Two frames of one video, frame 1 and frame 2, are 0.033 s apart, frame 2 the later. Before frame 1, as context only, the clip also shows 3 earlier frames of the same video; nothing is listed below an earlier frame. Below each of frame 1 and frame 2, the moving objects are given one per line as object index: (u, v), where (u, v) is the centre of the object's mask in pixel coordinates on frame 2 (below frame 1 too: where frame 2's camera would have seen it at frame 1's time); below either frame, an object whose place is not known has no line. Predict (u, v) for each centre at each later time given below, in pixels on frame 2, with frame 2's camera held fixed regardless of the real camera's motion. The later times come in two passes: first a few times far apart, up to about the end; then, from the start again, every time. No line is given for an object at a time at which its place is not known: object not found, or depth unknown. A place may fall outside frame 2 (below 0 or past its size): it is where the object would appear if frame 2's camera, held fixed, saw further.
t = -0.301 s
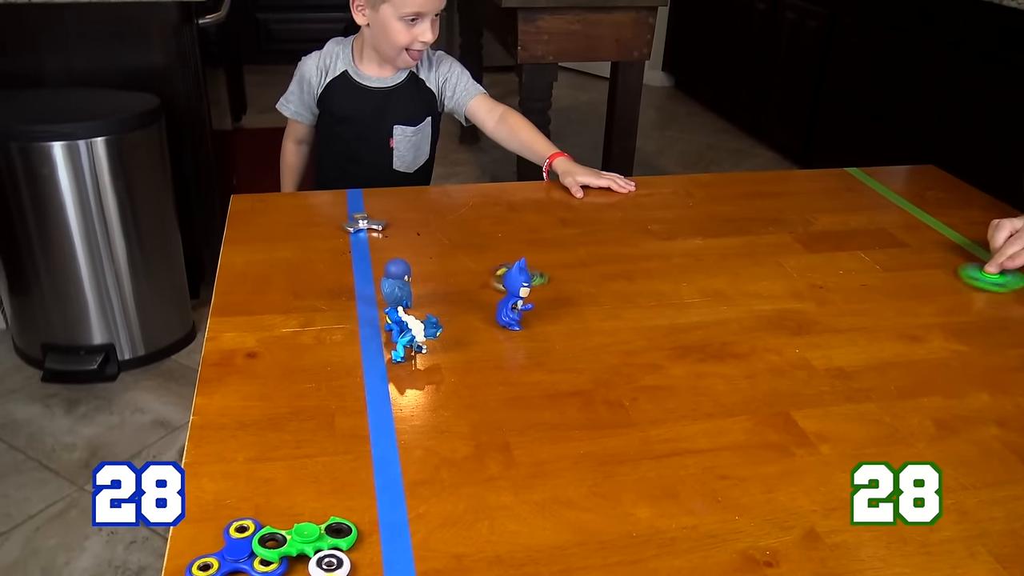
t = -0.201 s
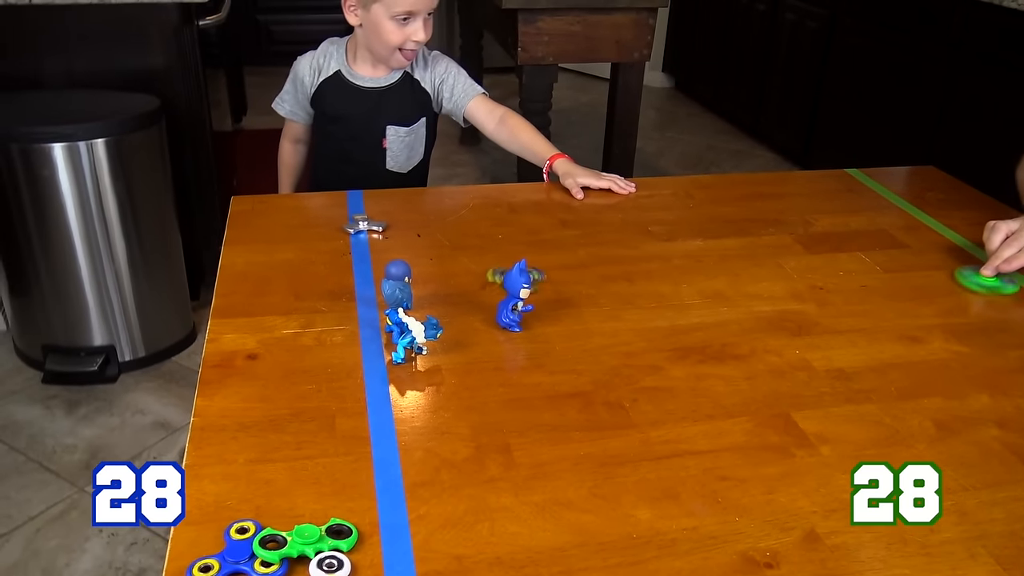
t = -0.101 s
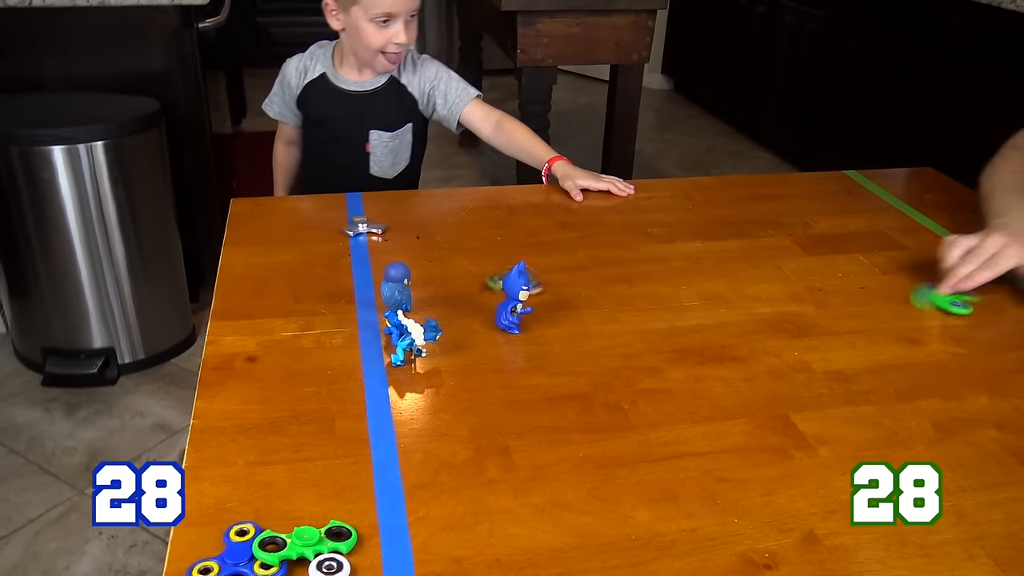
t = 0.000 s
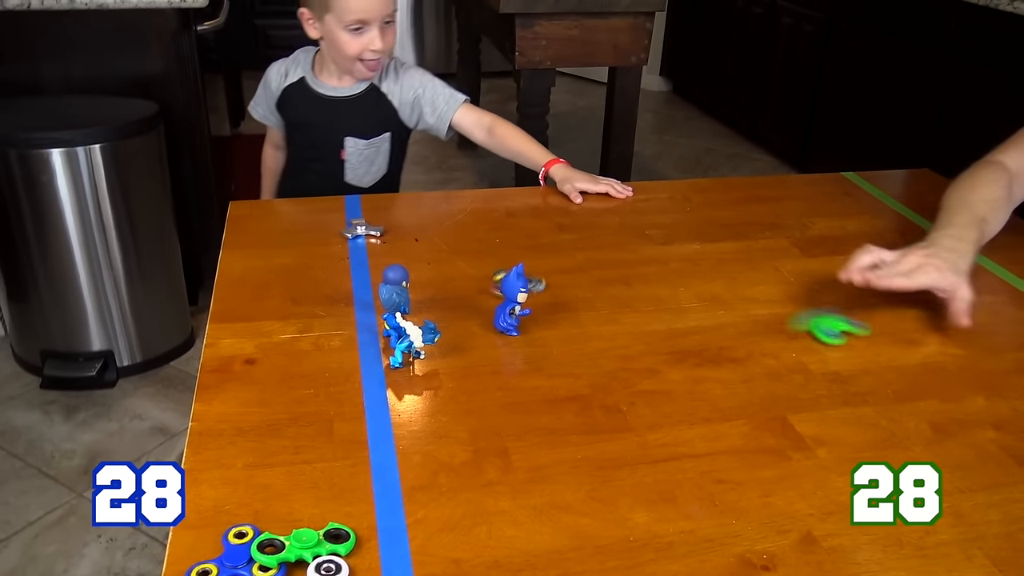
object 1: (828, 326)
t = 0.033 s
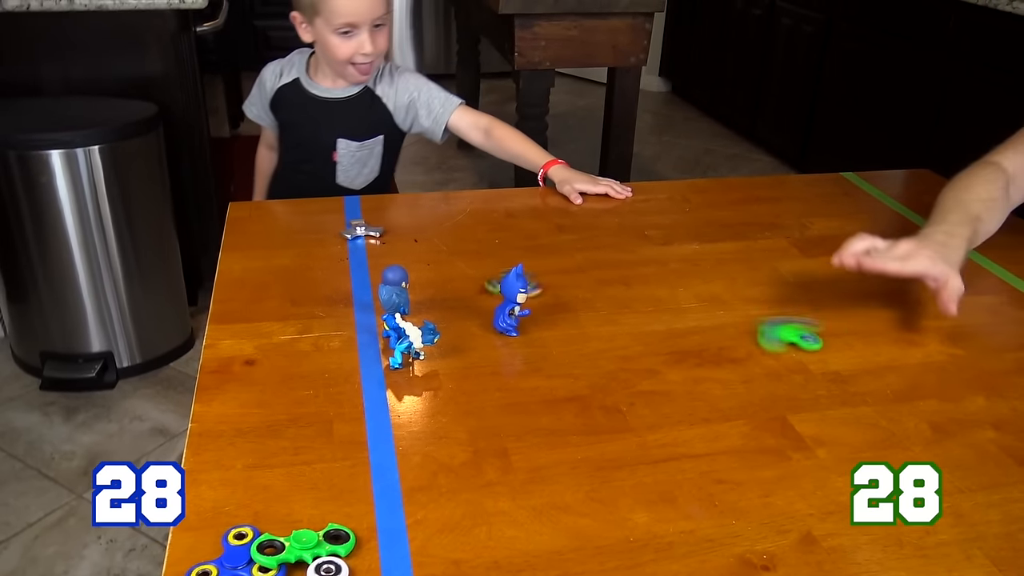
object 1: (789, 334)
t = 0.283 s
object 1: (516, 391)
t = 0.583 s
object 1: (302, 435)
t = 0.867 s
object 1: (245, 440)
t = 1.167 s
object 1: (245, 440)
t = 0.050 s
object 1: (768, 338)
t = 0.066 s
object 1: (749, 343)
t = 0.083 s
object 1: (732, 348)
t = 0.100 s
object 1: (712, 351)
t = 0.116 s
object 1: (692, 354)
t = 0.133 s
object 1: (672, 359)
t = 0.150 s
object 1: (655, 363)
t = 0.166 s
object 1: (636, 366)
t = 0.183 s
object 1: (619, 370)
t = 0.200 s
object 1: (600, 374)
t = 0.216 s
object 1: (583, 377)
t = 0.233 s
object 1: (566, 380)
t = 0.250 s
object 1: (549, 385)
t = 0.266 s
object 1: (532, 388)
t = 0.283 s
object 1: (516, 391)
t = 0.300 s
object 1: (500, 394)
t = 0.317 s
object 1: (486, 398)
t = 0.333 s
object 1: (470, 401)
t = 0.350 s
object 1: (457, 404)
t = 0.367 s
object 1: (445, 407)
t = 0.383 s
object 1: (429, 409)
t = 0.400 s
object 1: (414, 412)
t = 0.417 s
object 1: (402, 414)
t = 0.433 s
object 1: (391, 417)
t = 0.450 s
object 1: (378, 420)
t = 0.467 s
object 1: (366, 423)
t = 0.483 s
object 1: (356, 425)
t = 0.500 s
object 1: (347, 427)
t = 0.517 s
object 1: (337, 428)
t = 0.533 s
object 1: (327, 430)
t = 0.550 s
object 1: (318, 432)
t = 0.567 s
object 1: (310, 433)
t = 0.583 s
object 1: (302, 435)
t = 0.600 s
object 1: (295, 436)
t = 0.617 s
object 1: (287, 437)
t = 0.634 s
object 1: (281, 438)
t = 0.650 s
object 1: (275, 439)
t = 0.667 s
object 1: (269, 439)
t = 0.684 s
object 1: (264, 440)
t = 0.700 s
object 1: (260, 440)
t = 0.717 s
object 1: (256, 440)
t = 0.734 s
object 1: (253, 441)
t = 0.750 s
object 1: (251, 440)
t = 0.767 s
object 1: (249, 440)
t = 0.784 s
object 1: (246, 441)
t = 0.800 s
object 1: (246, 441)
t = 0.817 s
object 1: (246, 440)
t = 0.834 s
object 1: (246, 440)
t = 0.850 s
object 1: (245, 441)
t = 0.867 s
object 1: (245, 440)
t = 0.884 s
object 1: (245, 440)
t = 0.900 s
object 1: (245, 440)
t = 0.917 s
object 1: (245, 441)
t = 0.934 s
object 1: (245, 440)
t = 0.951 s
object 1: (245, 440)
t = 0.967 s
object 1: (246, 440)
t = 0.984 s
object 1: (245, 441)
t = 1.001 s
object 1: (245, 440)
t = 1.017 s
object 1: (245, 440)
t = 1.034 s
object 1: (245, 440)
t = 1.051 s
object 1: (245, 441)
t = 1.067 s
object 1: (245, 440)
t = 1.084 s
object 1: (245, 441)
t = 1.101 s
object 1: (245, 440)
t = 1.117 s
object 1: (245, 441)
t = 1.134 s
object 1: (246, 441)
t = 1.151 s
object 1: (246, 440)
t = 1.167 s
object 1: (245, 440)
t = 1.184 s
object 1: (246, 441)
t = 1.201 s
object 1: (246, 440)
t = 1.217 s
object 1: (245, 440)
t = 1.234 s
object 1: (246, 440)
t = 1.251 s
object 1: (245, 441)
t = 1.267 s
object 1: (245, 440)
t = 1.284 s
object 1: (245, 440)
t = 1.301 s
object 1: (245, 440)
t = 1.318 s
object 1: (245, 441)
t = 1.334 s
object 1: (245, 440)
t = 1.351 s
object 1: (245, 440)
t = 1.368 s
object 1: (245, 440)
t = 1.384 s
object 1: (245, 441)
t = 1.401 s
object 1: (245, 440)
